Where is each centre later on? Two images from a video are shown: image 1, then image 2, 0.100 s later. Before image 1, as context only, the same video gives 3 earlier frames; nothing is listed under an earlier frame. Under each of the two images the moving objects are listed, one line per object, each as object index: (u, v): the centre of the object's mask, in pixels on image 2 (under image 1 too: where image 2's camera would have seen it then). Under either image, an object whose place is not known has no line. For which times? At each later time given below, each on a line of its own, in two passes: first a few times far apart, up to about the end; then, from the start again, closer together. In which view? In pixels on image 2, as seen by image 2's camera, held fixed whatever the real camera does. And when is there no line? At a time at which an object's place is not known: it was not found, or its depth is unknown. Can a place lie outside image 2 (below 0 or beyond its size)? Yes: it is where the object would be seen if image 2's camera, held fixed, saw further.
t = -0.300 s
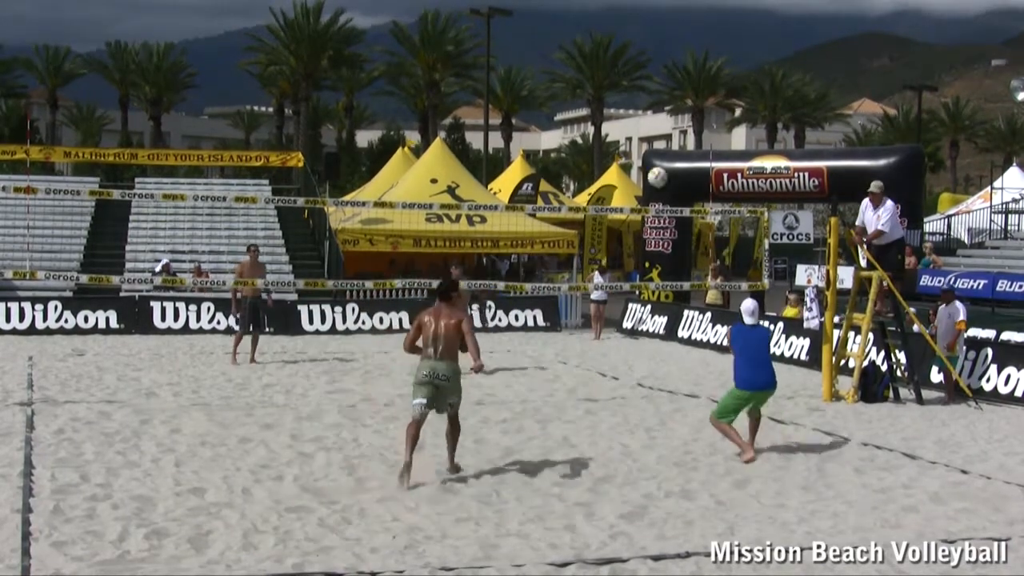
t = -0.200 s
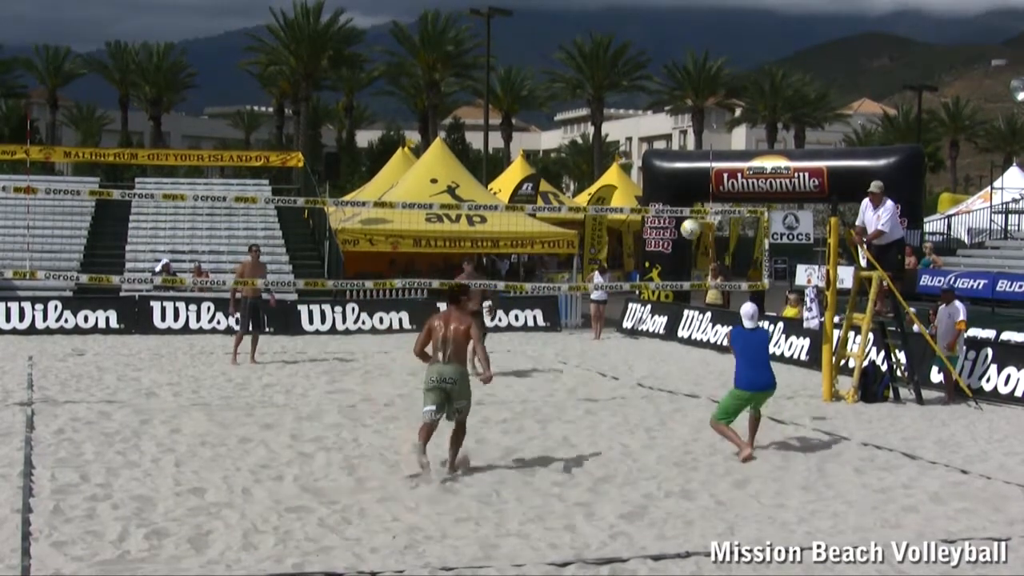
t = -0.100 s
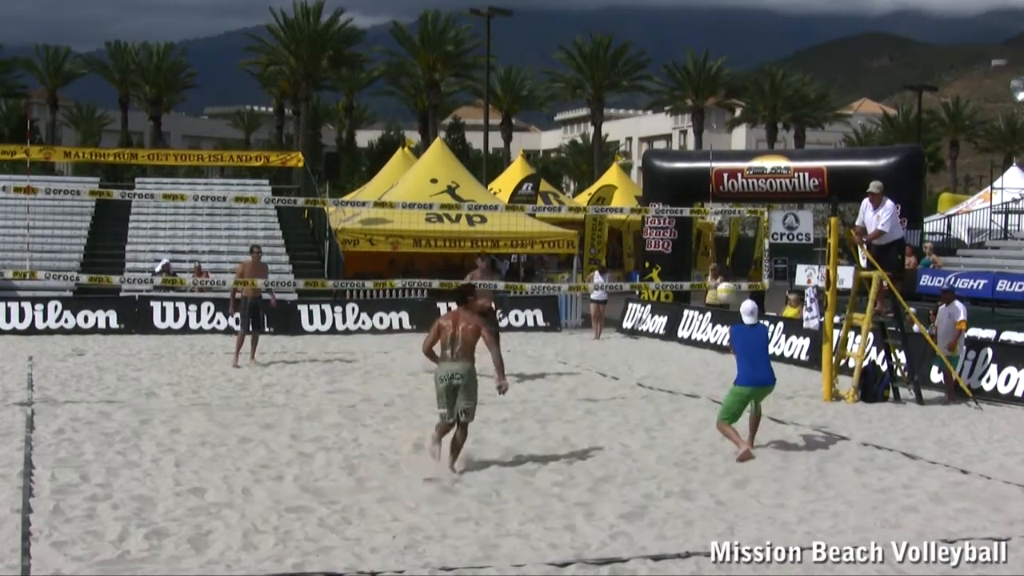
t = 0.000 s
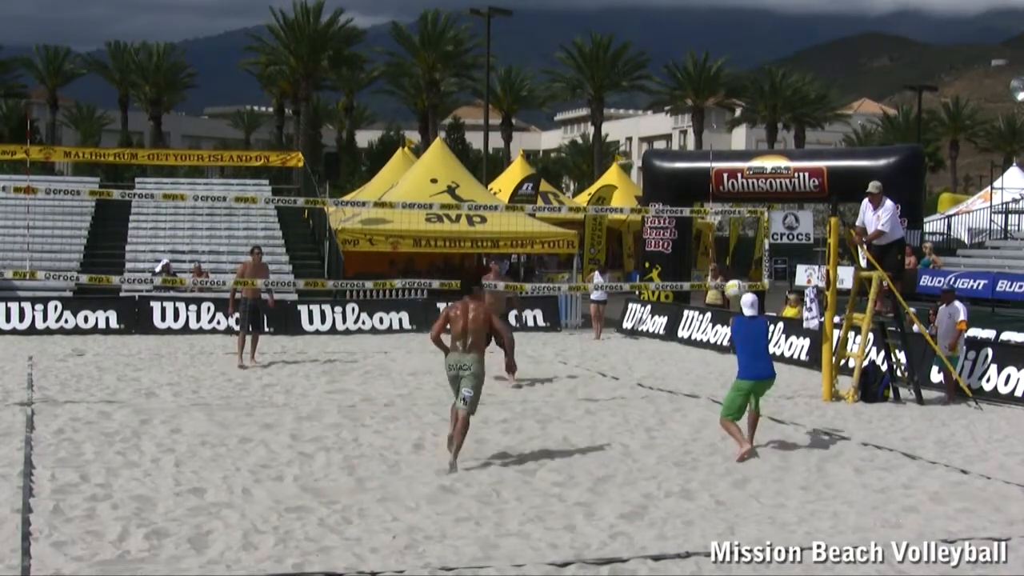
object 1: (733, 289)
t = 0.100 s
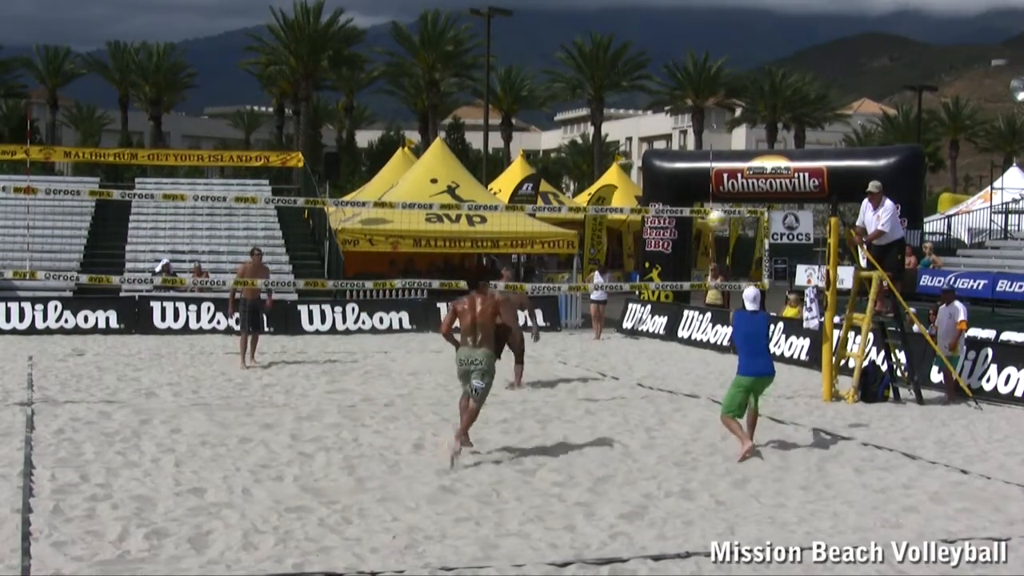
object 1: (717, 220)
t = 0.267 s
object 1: (688, 127)
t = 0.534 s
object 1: (643, 39)
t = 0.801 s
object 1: (600, 16)
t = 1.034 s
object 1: (563, 48)
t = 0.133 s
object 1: (711, 198)
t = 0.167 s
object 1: (704, 180)
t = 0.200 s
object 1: (699, 161)
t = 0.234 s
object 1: (693, 143)
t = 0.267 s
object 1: (688, 127)
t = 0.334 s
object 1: (676, 99)
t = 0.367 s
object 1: (671, 86)
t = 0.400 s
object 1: (665, 75)
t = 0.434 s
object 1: (660, 64)
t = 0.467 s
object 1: (654, 55)
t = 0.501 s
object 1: (649, 47)
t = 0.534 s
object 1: (643, 39)
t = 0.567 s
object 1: (638, 32)
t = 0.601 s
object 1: (633, 27)
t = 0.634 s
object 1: (627, 22)
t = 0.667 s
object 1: (622, 19)
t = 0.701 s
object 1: (616, 17)
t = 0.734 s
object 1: (611, 16)
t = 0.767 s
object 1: (606, 16)
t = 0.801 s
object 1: (600, 16)
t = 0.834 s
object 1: (595, 19)
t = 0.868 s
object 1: (590, 21)
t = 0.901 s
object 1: (585, 25)
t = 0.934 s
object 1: (579, 29)
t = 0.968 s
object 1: (574, 35)
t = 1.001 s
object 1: (569, 41)
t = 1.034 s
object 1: (563, 48)
